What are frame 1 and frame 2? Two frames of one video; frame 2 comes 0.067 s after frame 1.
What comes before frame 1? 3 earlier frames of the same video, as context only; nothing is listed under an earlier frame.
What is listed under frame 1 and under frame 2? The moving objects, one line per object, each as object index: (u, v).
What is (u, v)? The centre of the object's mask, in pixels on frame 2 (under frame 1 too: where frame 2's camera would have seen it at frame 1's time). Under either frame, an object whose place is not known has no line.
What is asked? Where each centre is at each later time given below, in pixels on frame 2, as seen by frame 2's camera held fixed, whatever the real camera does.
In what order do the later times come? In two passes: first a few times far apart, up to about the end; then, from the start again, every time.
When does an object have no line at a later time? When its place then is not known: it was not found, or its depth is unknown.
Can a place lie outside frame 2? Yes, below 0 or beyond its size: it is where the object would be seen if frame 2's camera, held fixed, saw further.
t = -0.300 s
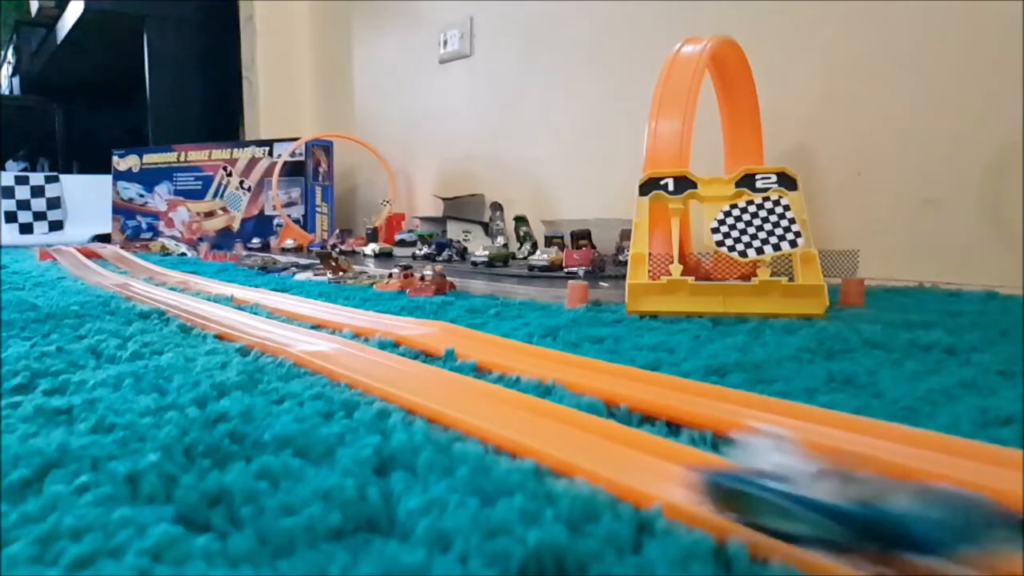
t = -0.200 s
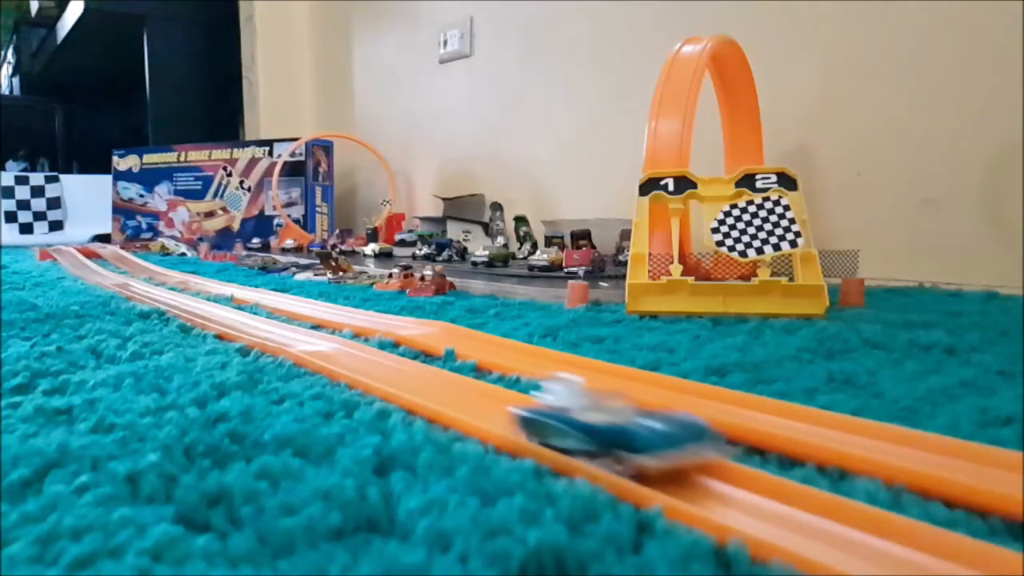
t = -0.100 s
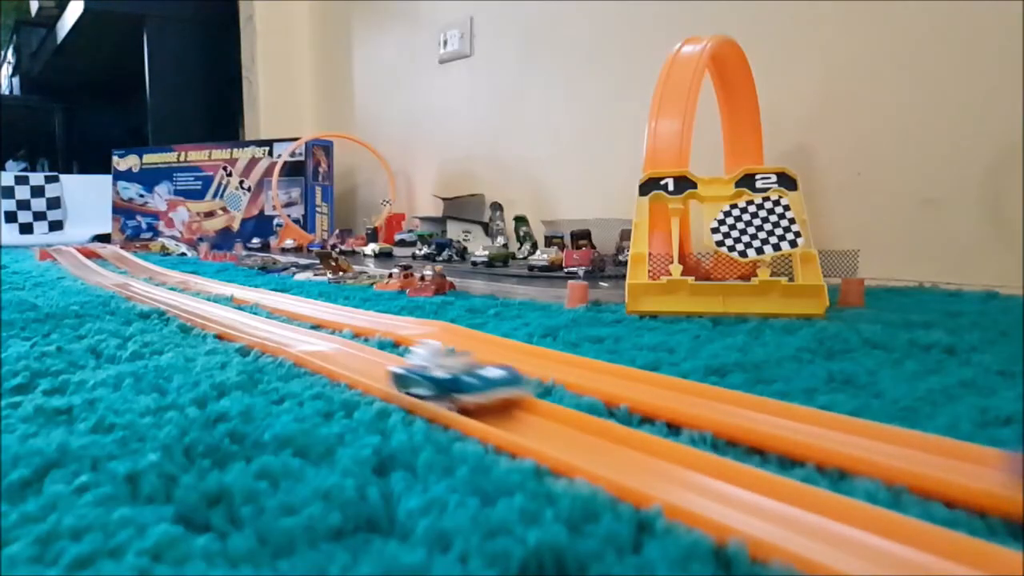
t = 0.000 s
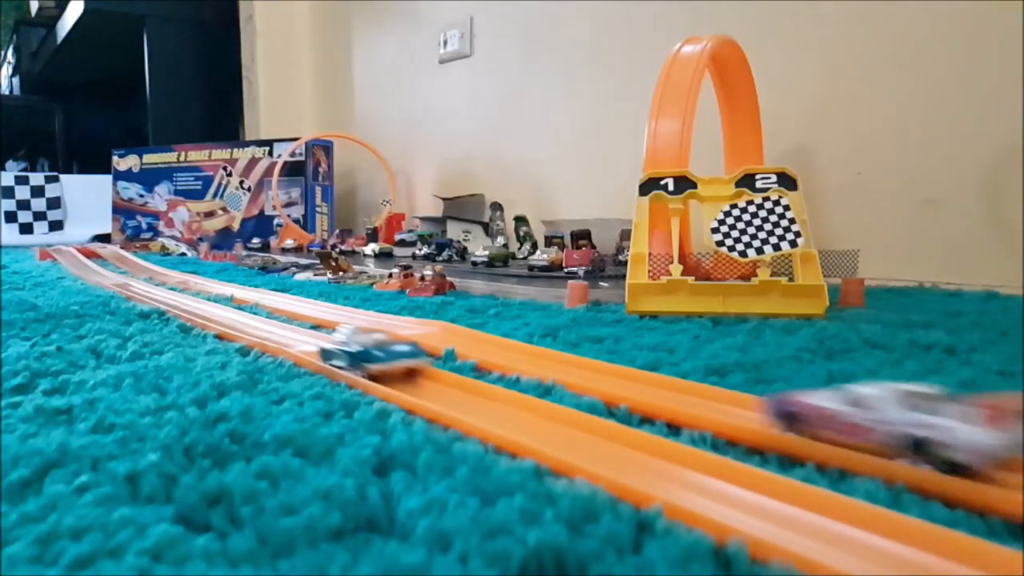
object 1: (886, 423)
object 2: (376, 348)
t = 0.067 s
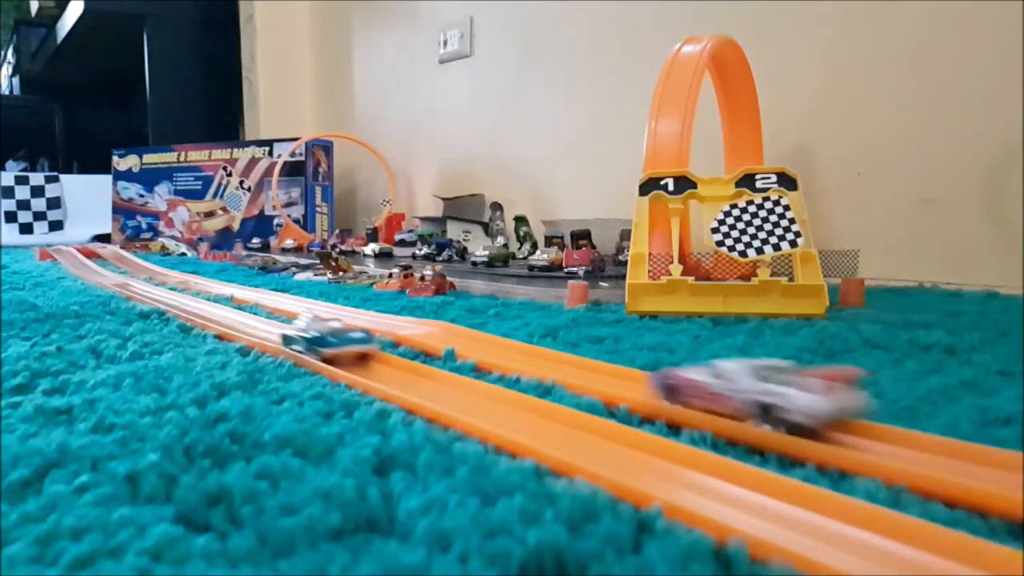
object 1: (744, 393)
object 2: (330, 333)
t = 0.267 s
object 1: (487, 341)
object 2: (237, 309)
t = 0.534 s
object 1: (327, 309)
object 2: (166, 289)
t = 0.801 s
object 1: (243, 290)
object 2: (124, 275)
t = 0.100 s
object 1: (686, 381)
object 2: (312, 327)
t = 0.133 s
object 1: (637, 370)
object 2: (293, 321)
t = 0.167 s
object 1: (589, 363)
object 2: (277, 317)
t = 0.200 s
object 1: (553, 355)
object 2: (263, 314)
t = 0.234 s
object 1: (519, 347)
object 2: (249, 311)
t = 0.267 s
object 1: (487, 341)
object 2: (237, 309)
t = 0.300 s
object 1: (461, 335)
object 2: (225, 306)
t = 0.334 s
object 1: (437, 329)
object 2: (214, 303)
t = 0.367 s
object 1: (416, 324)
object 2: (205, 299)
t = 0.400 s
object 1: (390, 319)
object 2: (196, 296)
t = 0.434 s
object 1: (373, 314)
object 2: (187, 293)
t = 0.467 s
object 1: (356, 311)
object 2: (180, 291)
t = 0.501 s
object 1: (339, 310)
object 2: (172, 289)
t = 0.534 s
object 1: (327, 309)
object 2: (166, 289)
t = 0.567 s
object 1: (312, 306)
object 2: (160, 286)
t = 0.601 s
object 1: (299, 303)
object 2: (154, 284)
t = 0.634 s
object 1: (288, 301)
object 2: (148, 282)
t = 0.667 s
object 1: (278, 298)
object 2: (143, 281)
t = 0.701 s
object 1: (269, 295)
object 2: (138, 280)
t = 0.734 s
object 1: (260, 294)
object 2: (133, 278)
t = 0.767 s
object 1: (252, 293)
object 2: (129, 276)
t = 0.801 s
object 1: (243, 290)
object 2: (124, 275)
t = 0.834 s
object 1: (237, 289)
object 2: (120, 273)
